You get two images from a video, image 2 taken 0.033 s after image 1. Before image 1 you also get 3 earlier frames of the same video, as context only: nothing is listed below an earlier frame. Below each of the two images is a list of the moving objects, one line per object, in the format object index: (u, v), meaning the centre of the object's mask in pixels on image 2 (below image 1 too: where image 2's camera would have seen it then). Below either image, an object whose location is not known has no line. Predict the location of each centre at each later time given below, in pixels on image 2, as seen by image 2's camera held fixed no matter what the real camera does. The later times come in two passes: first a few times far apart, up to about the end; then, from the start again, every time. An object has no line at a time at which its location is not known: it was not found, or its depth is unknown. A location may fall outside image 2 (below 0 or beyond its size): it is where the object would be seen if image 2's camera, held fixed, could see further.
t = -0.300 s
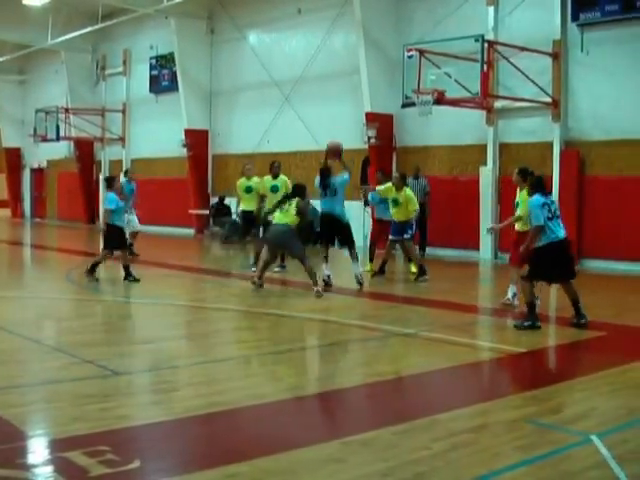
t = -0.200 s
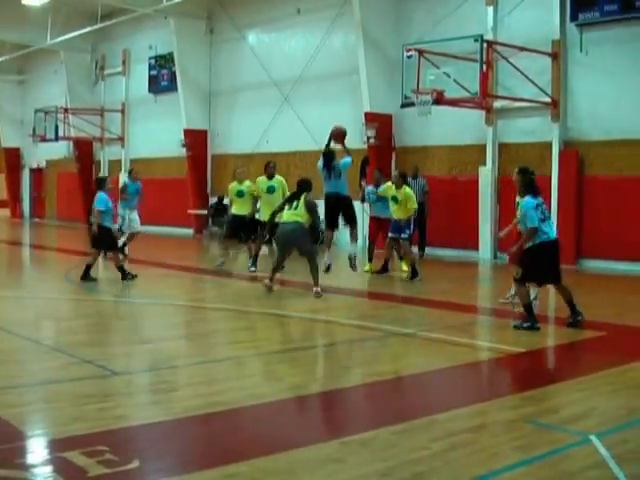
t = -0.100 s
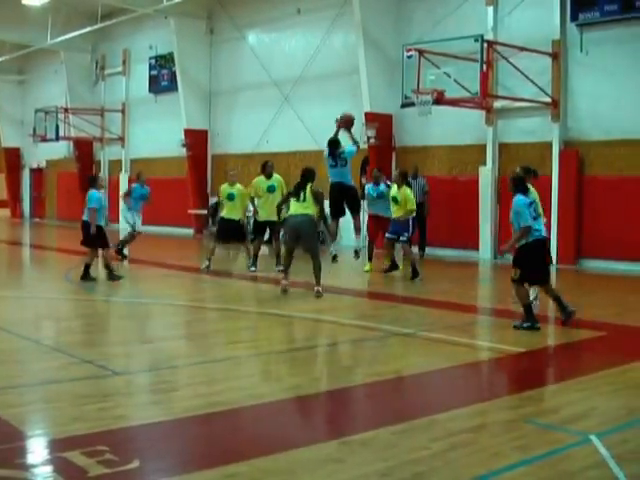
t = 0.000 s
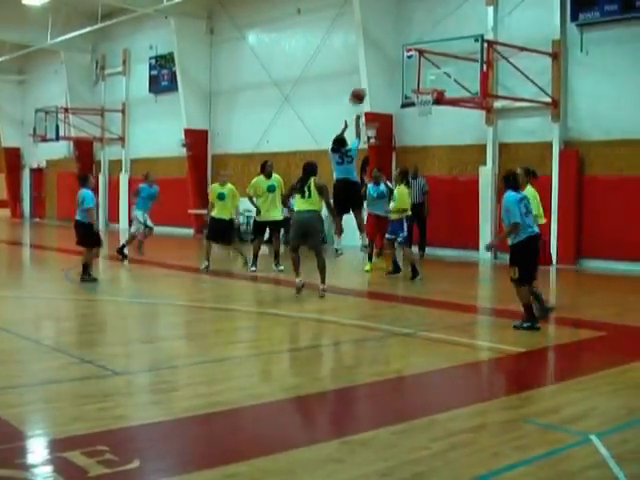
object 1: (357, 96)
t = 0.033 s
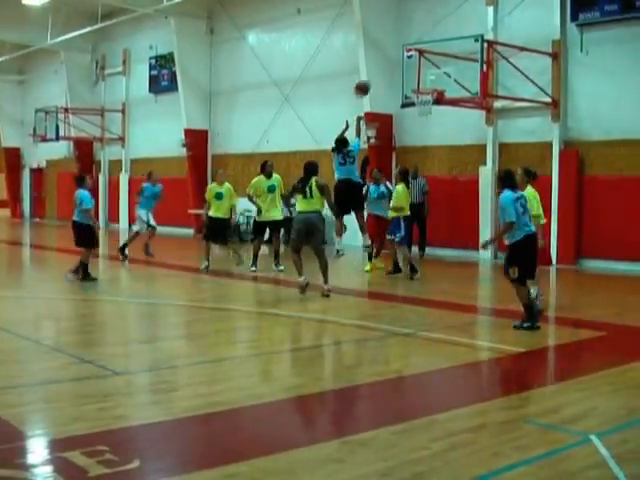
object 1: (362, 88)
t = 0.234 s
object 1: (386, 60)
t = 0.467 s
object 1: (411, 59)
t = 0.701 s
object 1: (435, 86)
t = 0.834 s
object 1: (453, 94)
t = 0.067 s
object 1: (366, 81)
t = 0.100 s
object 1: (370, 75)
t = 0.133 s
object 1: (375, 70)
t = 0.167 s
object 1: (378, 66)
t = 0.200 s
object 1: (382, 63)
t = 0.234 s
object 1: (386, 60)
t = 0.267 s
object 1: (390, 58)
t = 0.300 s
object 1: (393, 56)
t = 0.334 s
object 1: (397, 56)
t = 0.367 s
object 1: (401, 56)
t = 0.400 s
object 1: (404, 56)
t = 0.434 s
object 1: (408, 57)
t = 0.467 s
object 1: (411, 59)
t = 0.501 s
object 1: (415, 62)
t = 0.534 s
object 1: (418, 66)
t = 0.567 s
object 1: (421, 70)
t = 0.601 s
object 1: (425, 74)
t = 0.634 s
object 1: (428, 79)
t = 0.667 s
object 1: (431, 84)
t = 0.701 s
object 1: (435, 86)
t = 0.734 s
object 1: (439, 88)
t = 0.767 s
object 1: (444, 89)
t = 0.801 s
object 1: (449, 92)
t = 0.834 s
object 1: (453, 94)
